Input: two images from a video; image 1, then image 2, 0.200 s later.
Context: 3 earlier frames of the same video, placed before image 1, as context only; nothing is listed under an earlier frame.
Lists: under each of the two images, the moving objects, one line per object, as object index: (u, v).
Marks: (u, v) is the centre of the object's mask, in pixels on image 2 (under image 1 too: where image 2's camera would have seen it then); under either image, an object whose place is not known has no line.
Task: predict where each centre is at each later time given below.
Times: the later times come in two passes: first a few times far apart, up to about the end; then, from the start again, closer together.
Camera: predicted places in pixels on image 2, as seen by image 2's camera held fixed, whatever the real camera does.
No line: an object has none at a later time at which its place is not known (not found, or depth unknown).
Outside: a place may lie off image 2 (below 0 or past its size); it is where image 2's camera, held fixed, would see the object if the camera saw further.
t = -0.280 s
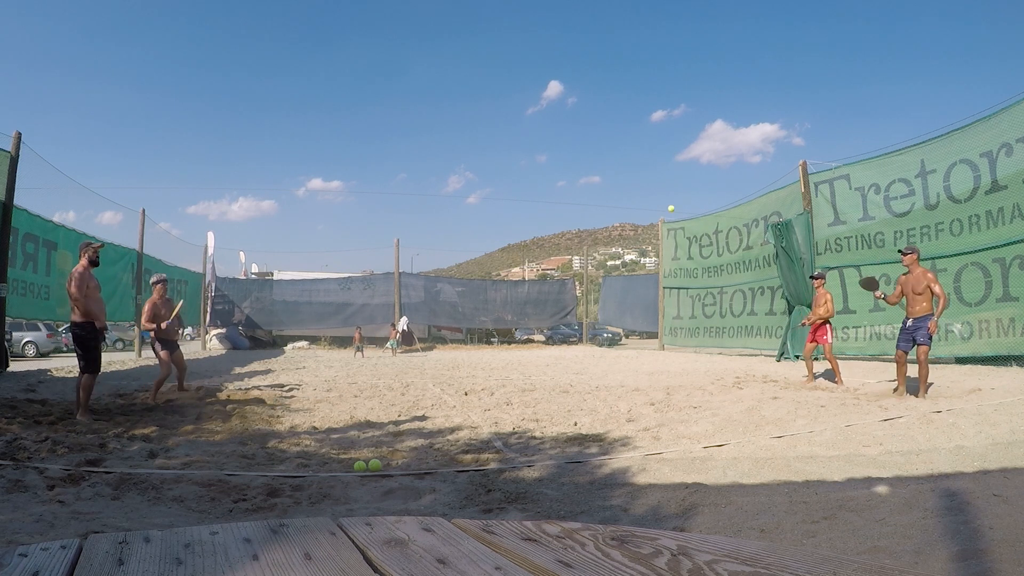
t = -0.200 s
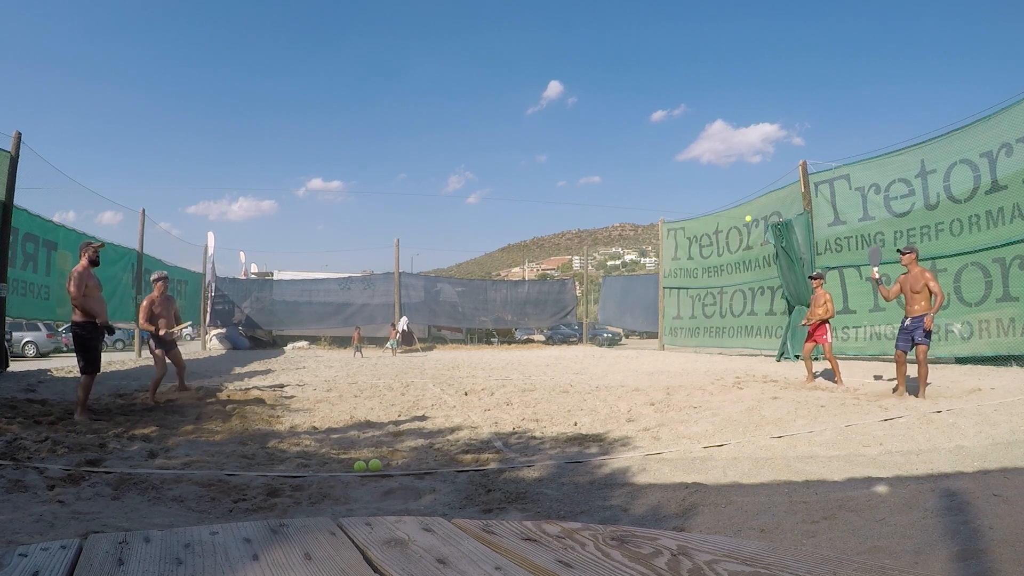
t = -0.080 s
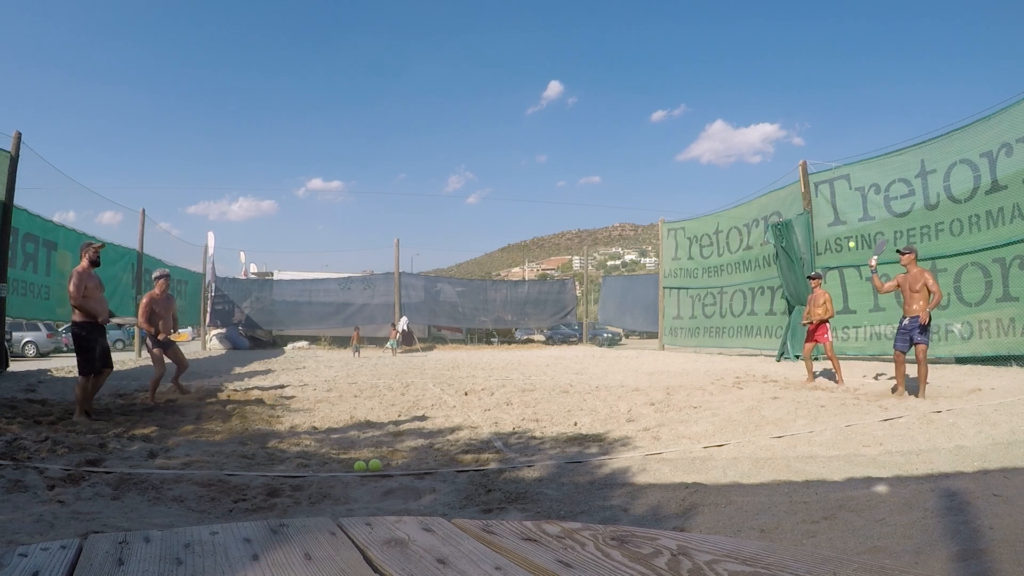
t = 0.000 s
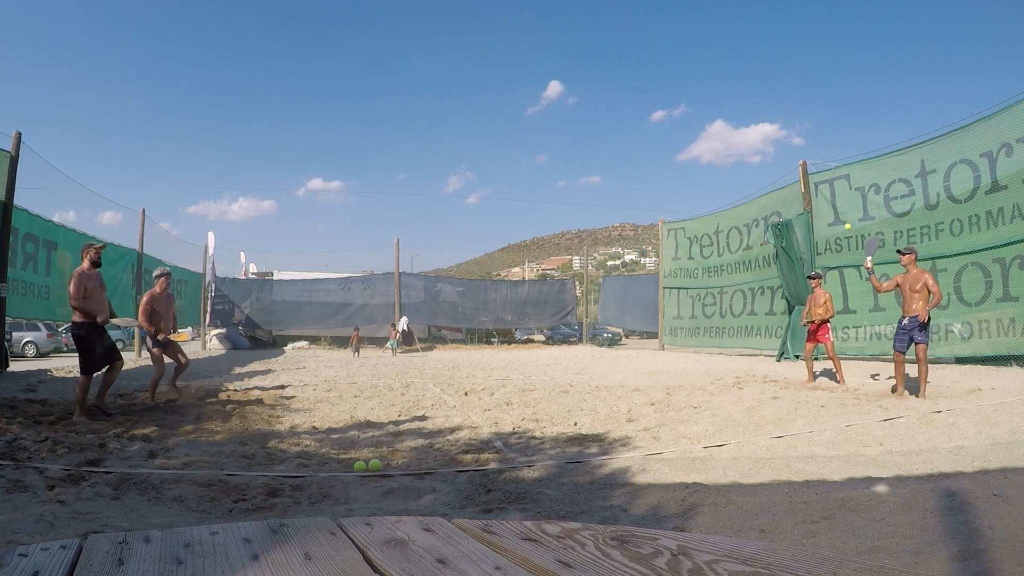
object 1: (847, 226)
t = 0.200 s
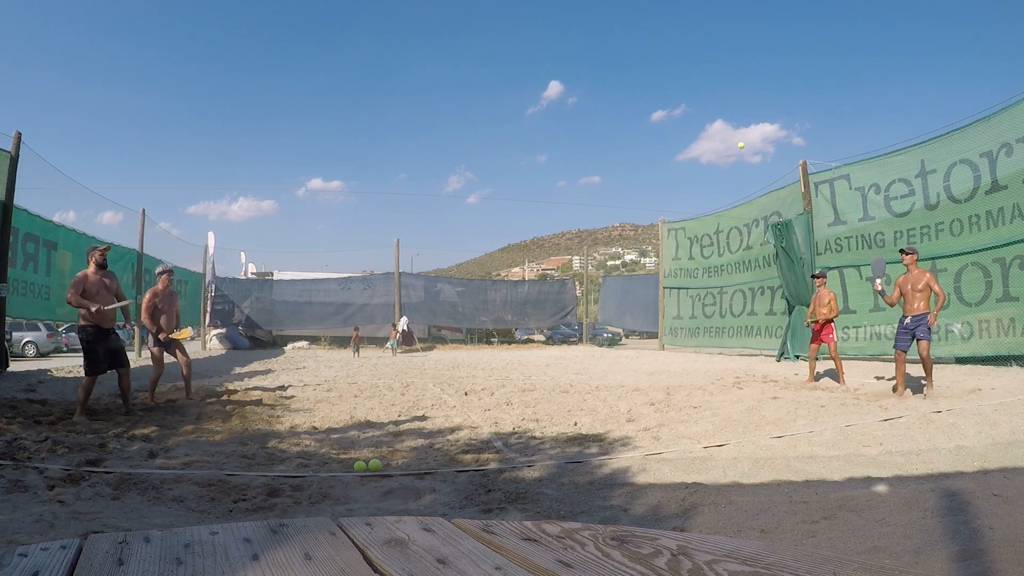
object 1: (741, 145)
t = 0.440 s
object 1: (587, 87)
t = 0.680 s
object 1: (409, 90)
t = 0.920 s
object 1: (218, 165)
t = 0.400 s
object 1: (614, 92)
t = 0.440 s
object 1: (587, 87)
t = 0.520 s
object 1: (529, 81)
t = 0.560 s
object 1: (500, 80)
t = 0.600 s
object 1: (470, 81)
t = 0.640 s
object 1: (440, 85)
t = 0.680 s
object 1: (409, 90)
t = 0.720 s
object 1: (377, 97)
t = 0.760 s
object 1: (346, 106)
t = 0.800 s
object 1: (314, 117)
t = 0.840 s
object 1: (282, 131)
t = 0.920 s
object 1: (218, 165)
